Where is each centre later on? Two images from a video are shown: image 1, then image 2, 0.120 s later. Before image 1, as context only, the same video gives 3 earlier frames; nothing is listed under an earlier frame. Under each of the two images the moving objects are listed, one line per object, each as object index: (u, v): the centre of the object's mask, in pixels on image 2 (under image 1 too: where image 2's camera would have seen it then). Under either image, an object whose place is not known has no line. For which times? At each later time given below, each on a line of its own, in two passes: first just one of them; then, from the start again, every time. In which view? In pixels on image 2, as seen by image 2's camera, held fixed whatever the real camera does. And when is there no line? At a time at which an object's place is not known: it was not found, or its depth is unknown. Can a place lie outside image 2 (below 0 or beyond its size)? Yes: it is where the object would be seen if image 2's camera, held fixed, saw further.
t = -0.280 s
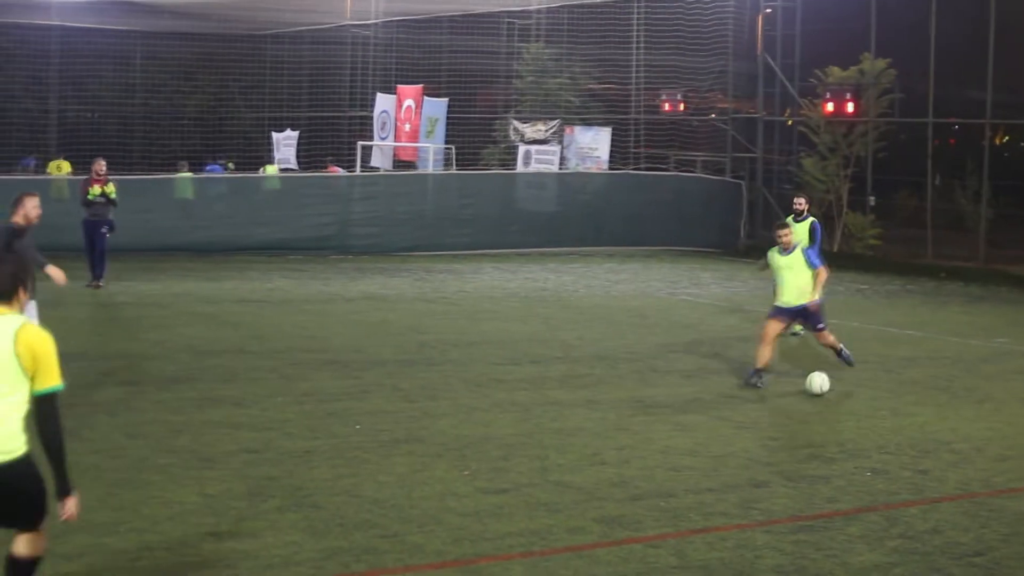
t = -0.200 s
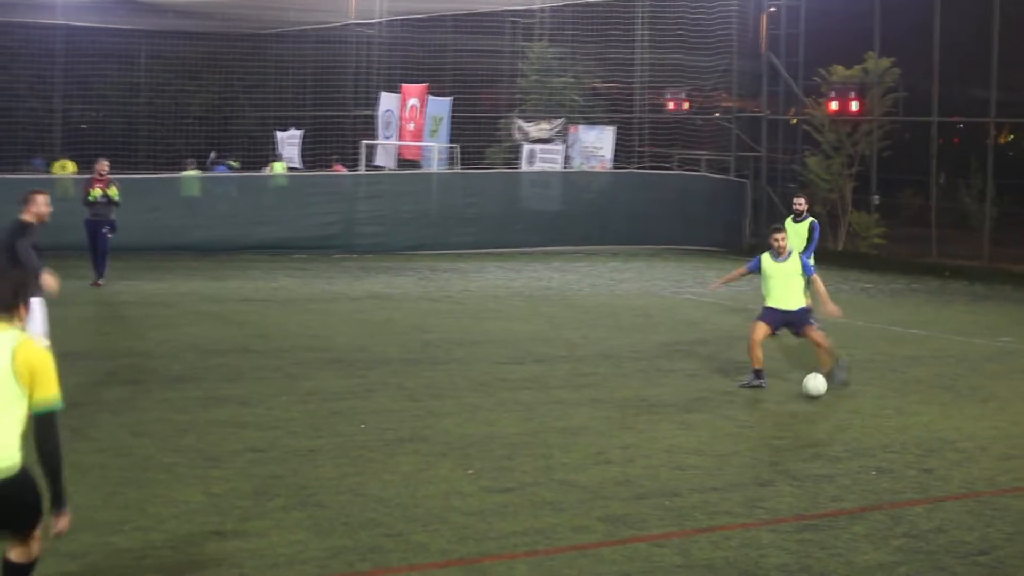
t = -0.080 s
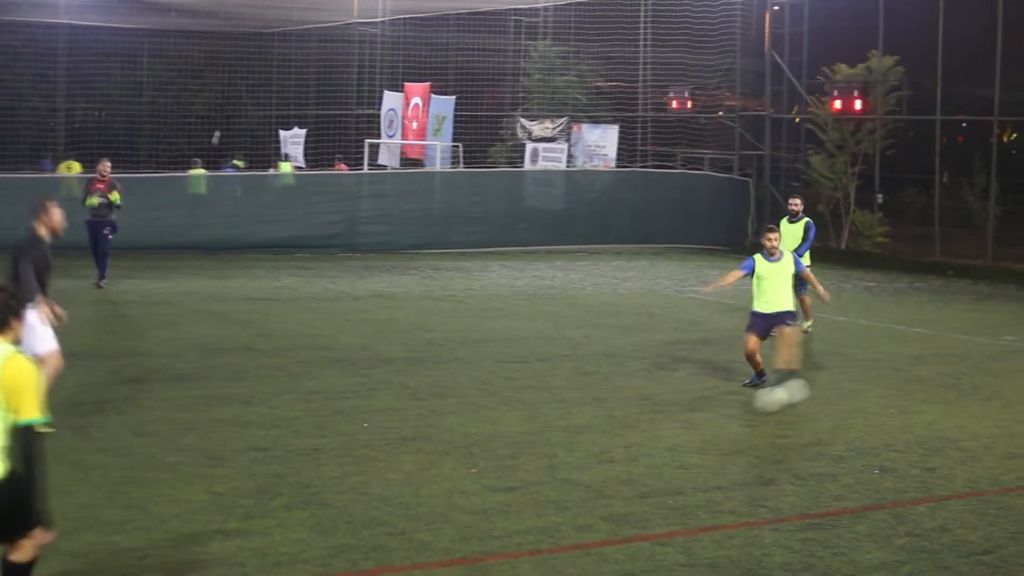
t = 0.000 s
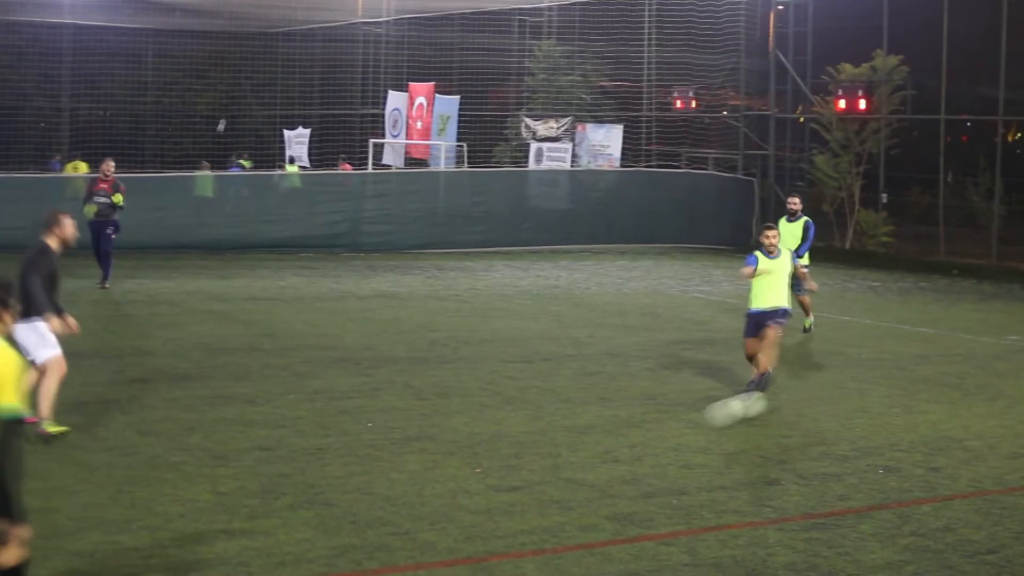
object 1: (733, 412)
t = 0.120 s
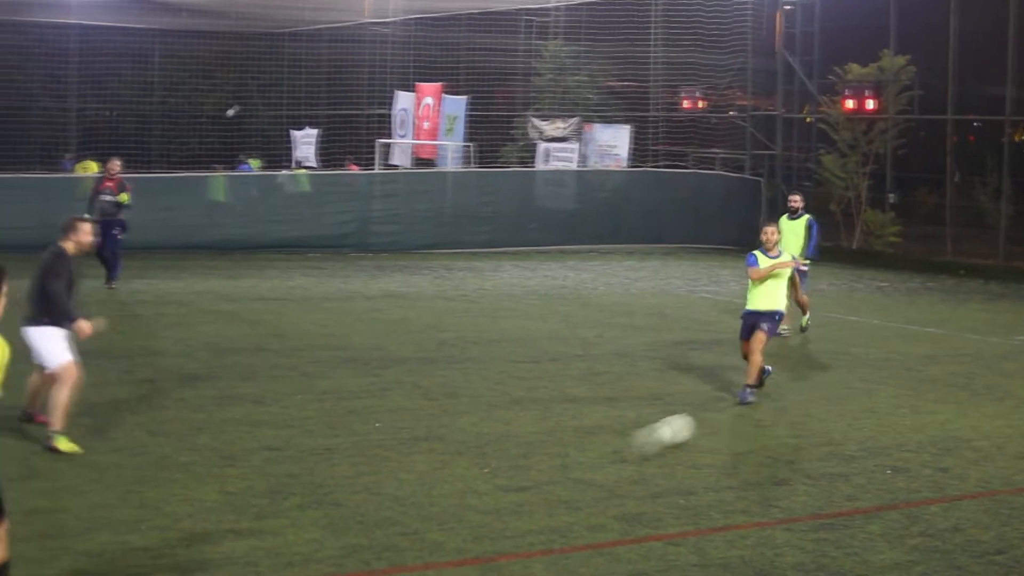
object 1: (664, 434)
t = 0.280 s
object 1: (549, 469)
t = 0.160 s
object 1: (636, 443)
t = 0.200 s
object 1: (613, 450)
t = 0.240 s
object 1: (583, 460)
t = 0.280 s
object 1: (549, 469)
